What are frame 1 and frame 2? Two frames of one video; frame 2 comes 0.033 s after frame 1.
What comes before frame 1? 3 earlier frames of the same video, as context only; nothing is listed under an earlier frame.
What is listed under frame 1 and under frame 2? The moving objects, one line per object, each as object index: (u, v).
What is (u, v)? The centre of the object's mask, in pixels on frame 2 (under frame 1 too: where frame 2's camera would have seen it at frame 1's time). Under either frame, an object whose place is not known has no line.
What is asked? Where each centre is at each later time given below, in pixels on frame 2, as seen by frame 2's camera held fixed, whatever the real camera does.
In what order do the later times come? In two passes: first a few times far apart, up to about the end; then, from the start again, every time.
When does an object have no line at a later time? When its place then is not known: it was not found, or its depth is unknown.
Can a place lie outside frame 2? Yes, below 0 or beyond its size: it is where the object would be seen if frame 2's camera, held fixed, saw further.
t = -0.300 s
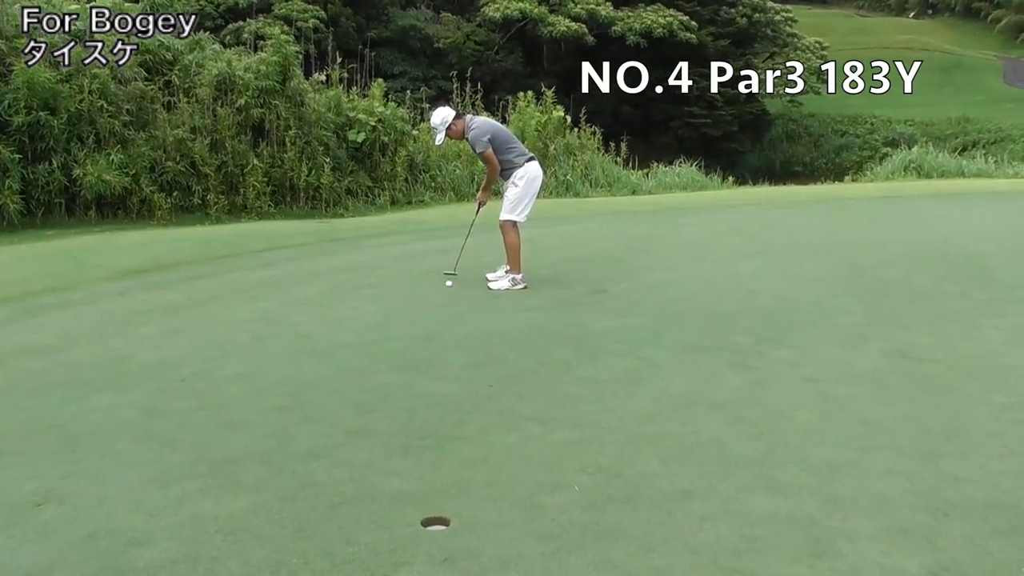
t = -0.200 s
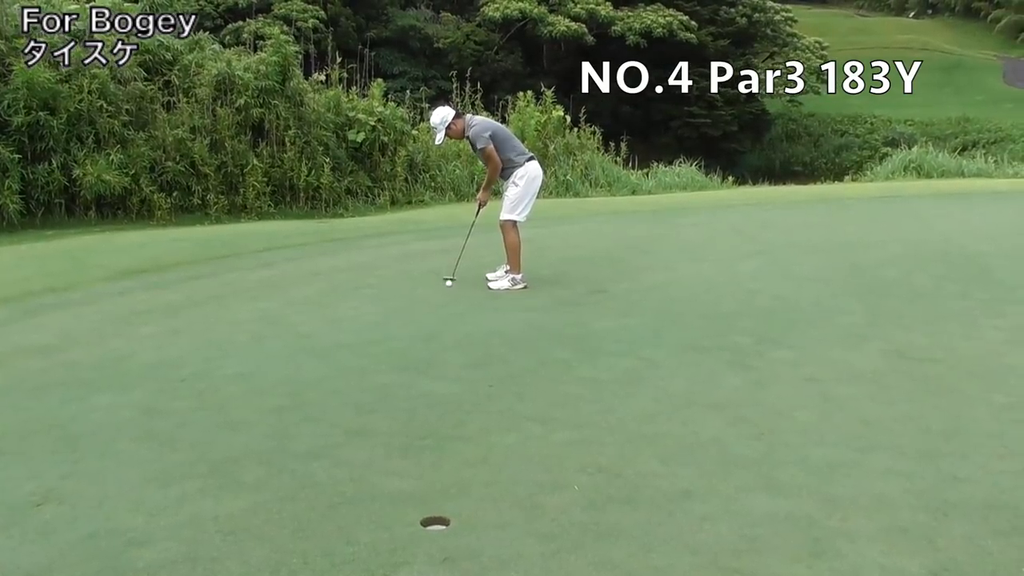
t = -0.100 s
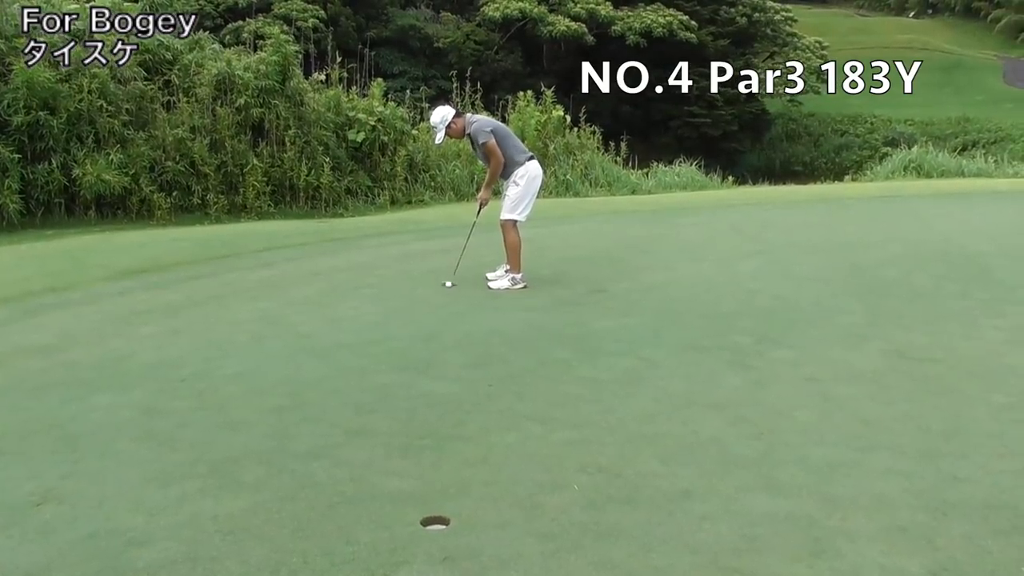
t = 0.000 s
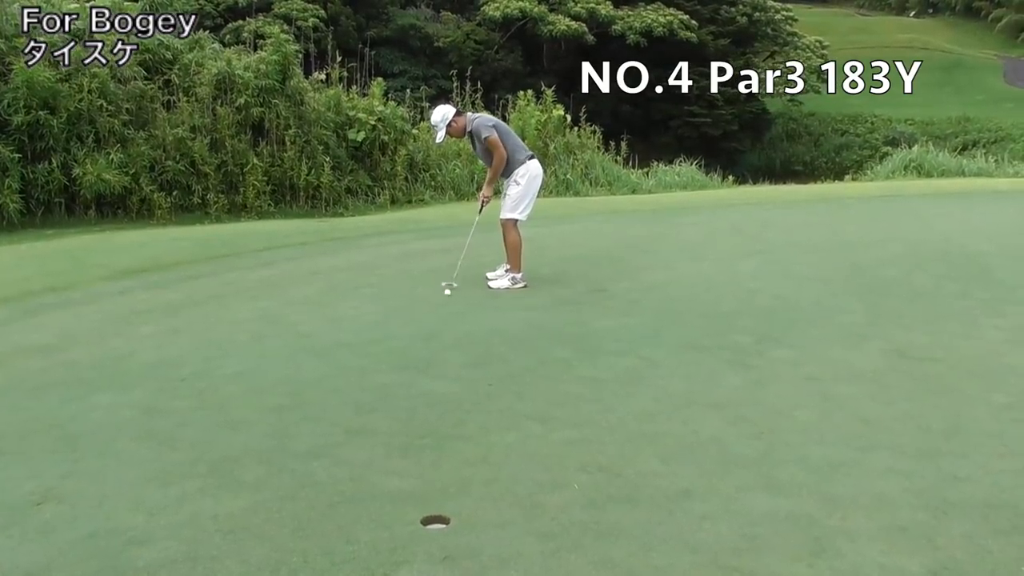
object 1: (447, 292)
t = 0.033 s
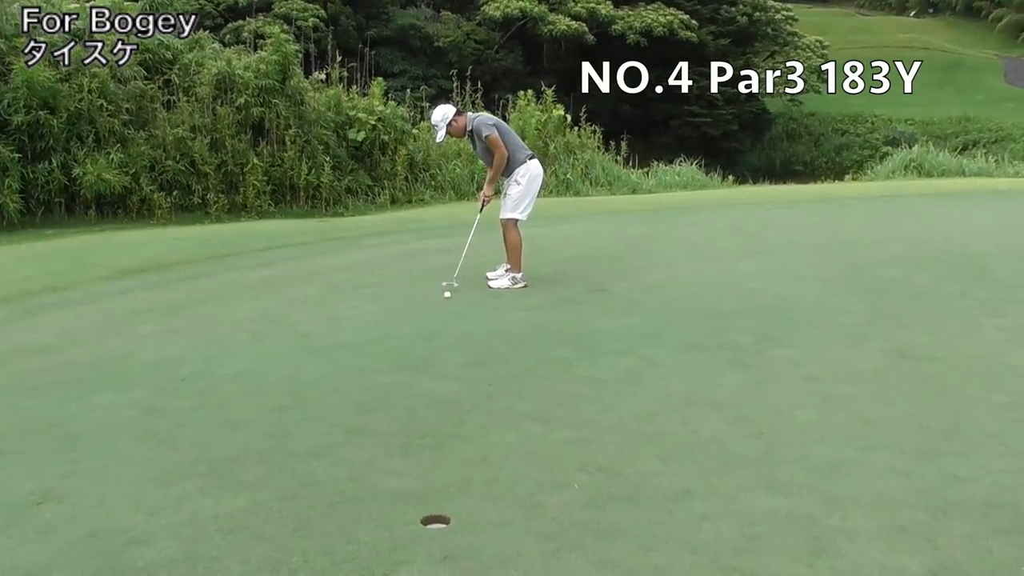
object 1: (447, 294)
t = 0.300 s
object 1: (444, 314)
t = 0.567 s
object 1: (440, 336)
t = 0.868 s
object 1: (434, 363)
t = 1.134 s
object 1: (430, 391)
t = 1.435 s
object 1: (426, 425)
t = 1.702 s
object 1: (424, 456)
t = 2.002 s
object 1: (424, 493)
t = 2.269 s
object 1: (436, 520)
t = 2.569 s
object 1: (494, 531)
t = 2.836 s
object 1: (537, 537)
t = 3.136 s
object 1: (570, 538)
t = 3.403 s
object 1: (587, 539)
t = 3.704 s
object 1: (593, 539)
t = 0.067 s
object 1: (446, 297)
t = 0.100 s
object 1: (446, 299)
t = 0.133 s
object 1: (446, 302)
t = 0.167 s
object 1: (445, 304)
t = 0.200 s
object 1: (445, 306)
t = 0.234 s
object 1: (445, 309)
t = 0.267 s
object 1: (444, 312)
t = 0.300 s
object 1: (444, 314)
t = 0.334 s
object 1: (443, 317)
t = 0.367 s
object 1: (443, 319)
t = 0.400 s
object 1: (443, 322)
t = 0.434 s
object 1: (442, 325)
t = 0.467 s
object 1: (441, 327)
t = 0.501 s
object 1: (441, 330)
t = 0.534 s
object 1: (440, 333)
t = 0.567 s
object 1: (440, 336)
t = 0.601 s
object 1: (439, 339)
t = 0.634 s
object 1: (438, 341)
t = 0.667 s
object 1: (438, 344)
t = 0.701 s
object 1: (437, 347)
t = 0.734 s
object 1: (436, 350)
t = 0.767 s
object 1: (436, 353)
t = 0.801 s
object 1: (435, 357)
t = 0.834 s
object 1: (435, 360)
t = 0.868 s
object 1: (434, 363)
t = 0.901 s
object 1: (434, 366)
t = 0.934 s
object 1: (433, 370)
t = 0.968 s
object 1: (433, 373)
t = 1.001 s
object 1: (432, 377)
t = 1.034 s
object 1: (432, 380)
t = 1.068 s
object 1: (431, 384)
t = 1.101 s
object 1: (431, 388)
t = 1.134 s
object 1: (430, 391)
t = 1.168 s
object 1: (430, 395)
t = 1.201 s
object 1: (429, 399)
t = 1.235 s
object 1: (429, 402)
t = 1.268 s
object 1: (428, 406)
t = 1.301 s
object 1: (428, 410)
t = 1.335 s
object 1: (428, 413)
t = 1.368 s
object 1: (427, 417)
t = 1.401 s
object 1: (427, 421)
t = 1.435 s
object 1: (426, 425)
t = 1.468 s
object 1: (426, 429)
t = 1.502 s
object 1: (426, 432)
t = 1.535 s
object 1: (425, 436)
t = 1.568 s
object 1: (425, 440)
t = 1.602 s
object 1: (425, 444)
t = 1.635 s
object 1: (424, 448)
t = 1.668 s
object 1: (424, 452)
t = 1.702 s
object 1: (424, 456)
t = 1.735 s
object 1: (424, 460)
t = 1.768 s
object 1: (424, 464)
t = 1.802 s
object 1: (424, 469)
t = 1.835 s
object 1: (424, 472)
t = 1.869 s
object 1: (424, 476)
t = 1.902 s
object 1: (424, 481)
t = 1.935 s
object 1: (424, 485)
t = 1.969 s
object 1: (424, 488)
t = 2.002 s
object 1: (424, 493)
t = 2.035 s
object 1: (424, 496)
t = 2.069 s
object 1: (424, 501)
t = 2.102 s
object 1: (424, 504)
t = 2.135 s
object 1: (424, 508)
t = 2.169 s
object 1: (424, 512)
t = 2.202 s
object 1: (425, 519)
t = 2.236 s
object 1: (429, 521)
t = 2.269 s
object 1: (436, 520)
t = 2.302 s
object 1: (444, 520)
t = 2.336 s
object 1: (450, 523)
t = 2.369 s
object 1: (457, 524)
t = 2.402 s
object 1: (463, 525)
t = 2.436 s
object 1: (469, 527)
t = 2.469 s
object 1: (476, 528)
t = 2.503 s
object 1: (482, 529)
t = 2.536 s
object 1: (488, 530)
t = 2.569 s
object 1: (494, 531)
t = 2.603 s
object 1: (500, 532)
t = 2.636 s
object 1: (506, 533)
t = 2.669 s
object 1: (511, 533)
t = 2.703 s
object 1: (517, 534)
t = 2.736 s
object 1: (522, 535)
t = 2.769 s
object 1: (527, 535)
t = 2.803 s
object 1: (532, 536)
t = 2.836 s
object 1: (537, 537)
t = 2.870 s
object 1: (541, 537)
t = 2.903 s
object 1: (546, 537)
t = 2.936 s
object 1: (549, 538)
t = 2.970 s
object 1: (553, 538)
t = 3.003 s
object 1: (557, 538)
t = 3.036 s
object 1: (561, 538)
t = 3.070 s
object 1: (564, 539)
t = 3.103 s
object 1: (567, 539)
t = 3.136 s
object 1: (570, 538)
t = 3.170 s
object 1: (573, 539)
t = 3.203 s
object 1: (576, 539)
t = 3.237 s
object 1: (578, 539)
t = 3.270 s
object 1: (580, 539)
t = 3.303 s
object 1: (582, 539)
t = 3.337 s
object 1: (584, 540)
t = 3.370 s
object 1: (586, 540)
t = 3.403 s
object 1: (587, 539)
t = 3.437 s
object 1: (588, 539)
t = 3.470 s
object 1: (589, 539)
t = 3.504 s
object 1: (590, 539)
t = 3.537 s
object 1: (591, 539)
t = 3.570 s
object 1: (592, 539)
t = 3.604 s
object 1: (592, 539)
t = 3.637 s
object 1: (593, 539)
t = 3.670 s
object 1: (593, 539)
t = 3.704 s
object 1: (593, 539)
